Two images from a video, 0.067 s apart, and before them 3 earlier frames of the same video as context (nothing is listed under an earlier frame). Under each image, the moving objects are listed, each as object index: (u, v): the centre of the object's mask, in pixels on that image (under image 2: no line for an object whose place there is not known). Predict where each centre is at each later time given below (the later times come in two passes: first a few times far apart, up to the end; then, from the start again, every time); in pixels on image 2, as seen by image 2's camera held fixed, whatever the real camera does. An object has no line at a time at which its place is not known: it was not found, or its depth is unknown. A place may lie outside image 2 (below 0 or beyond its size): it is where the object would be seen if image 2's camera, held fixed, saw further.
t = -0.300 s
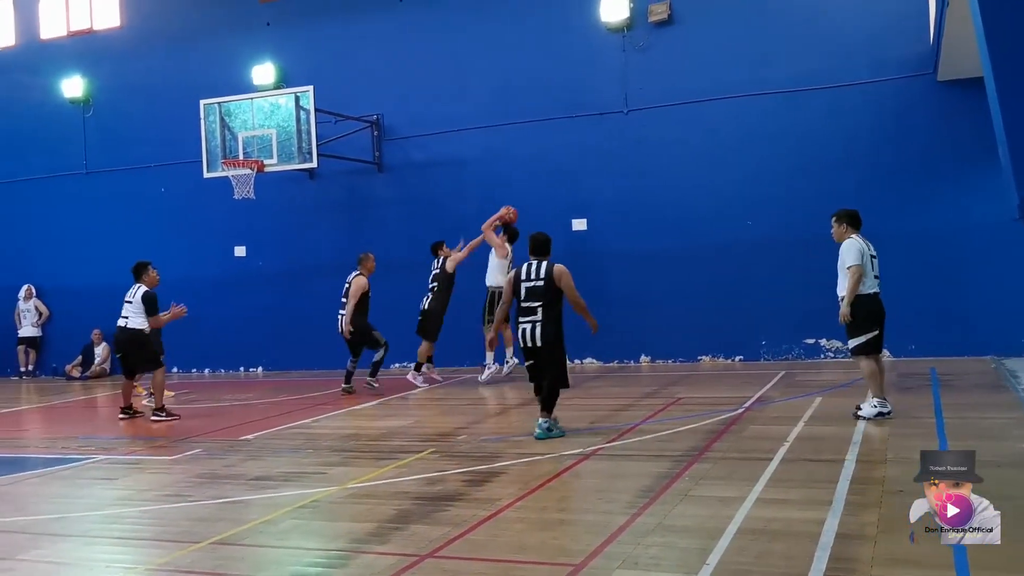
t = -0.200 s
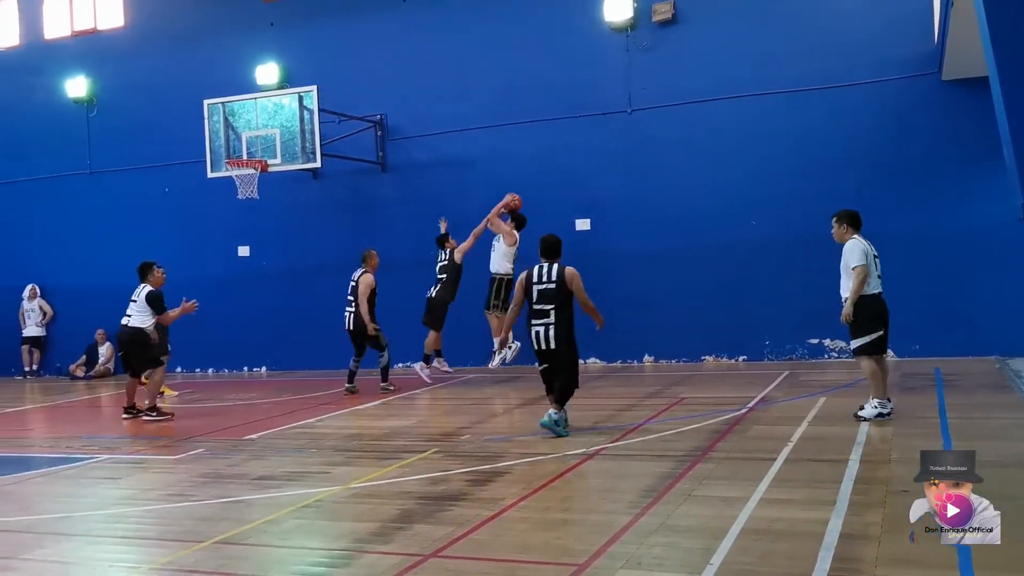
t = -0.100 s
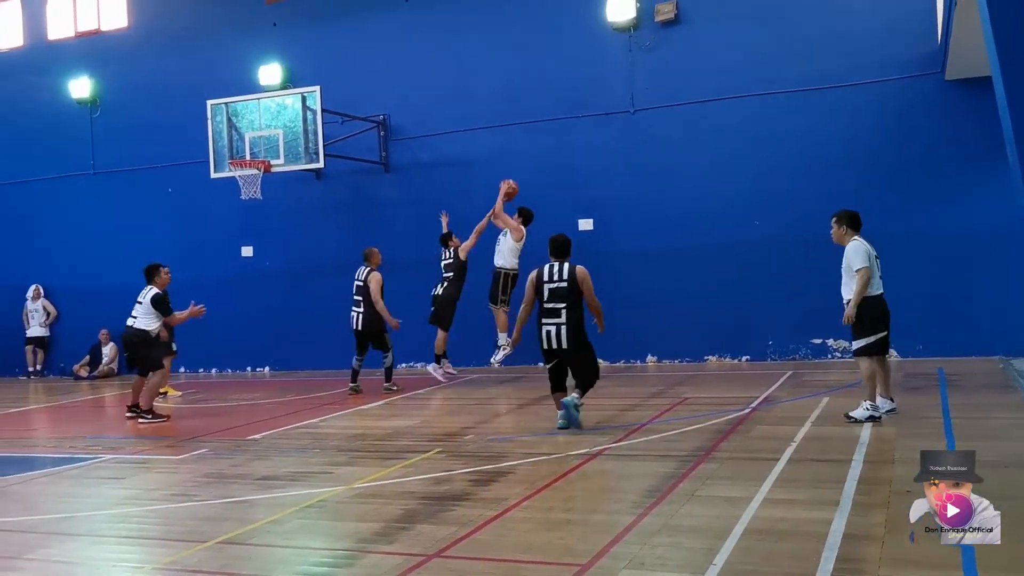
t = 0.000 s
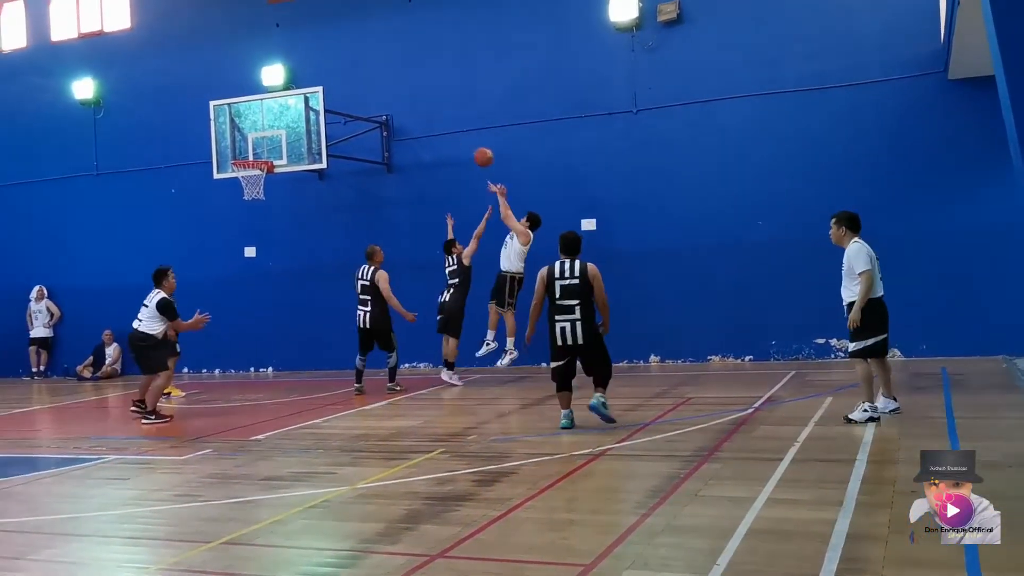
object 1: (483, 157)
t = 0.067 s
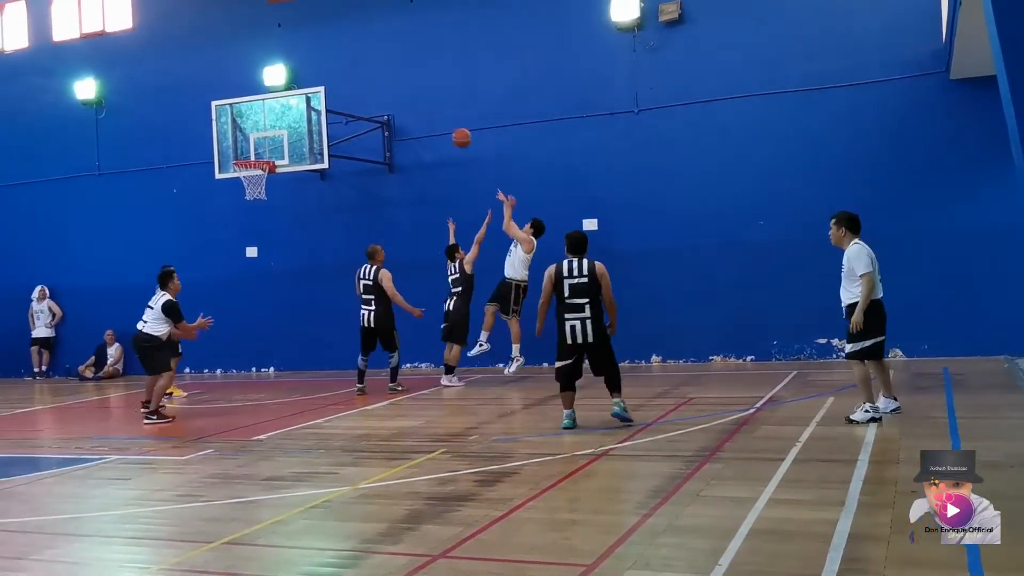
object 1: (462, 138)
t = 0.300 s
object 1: (384, 98)
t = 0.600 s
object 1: (292, 110)
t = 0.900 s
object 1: (216, 155)
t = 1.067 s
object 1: (185, 175)
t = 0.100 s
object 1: (450, 129)
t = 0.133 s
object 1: (439, 122)
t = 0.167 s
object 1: (428, 115)
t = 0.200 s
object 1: (417, 109)
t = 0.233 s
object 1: (406, 104)
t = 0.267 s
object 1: (396, 100)
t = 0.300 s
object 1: (384, 98)
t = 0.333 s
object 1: (374, 95)
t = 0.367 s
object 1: (364, 94)
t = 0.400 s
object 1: (354, 94)
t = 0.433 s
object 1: (344, 95)
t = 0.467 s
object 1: (333, 96)
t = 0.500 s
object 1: (323, 98)
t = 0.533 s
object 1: (312, 102)
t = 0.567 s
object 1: (303, 105)
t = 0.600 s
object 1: (292, 110)
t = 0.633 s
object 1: (282, 116)
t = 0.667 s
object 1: (273, 122)
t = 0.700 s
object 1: (262, 130)
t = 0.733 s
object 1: (252, 138)
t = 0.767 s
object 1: (243, 146)
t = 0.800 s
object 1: (235, 153)
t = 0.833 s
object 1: (228, 153)
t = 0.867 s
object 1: (222, 154)
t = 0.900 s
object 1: (216, 155)
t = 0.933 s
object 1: (210, 157)
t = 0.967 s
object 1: (204, 160)
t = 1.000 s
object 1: (197, 164)
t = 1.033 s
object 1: (192, 169)
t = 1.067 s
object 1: (185, 175)
